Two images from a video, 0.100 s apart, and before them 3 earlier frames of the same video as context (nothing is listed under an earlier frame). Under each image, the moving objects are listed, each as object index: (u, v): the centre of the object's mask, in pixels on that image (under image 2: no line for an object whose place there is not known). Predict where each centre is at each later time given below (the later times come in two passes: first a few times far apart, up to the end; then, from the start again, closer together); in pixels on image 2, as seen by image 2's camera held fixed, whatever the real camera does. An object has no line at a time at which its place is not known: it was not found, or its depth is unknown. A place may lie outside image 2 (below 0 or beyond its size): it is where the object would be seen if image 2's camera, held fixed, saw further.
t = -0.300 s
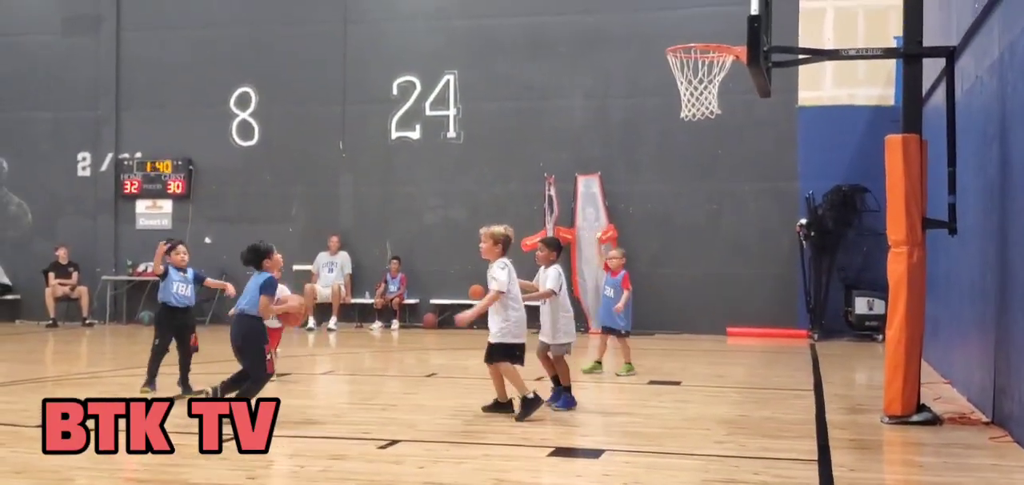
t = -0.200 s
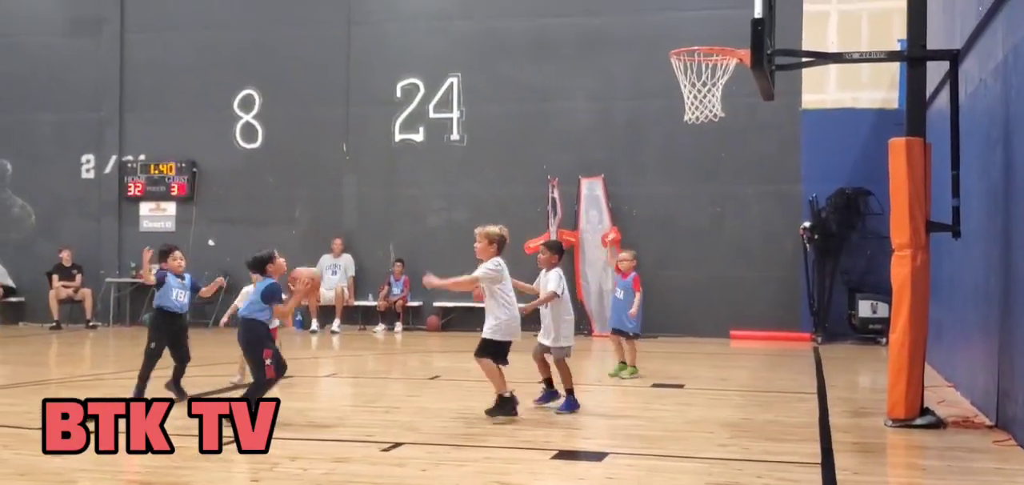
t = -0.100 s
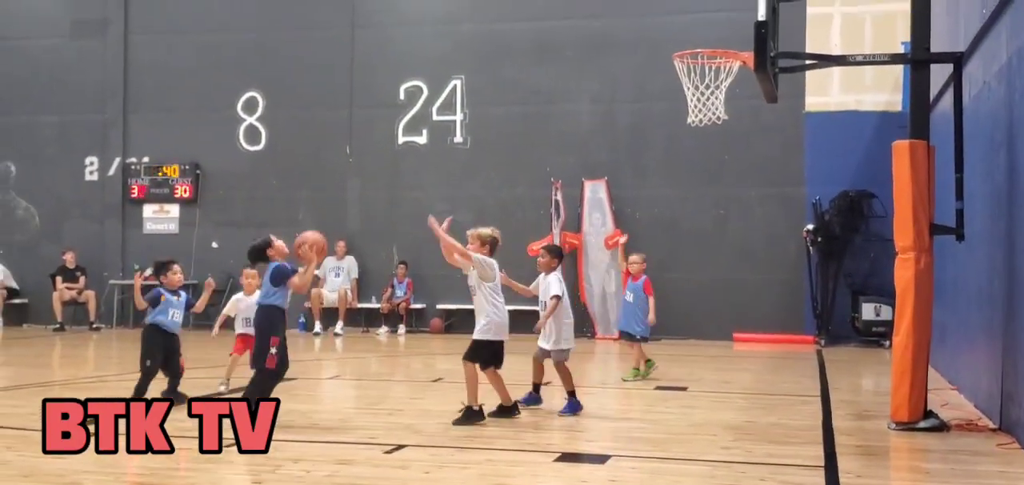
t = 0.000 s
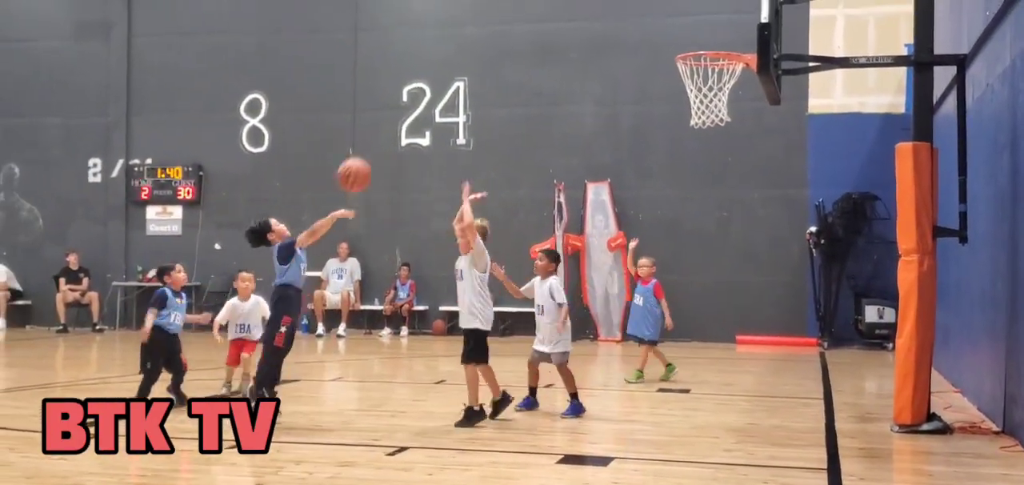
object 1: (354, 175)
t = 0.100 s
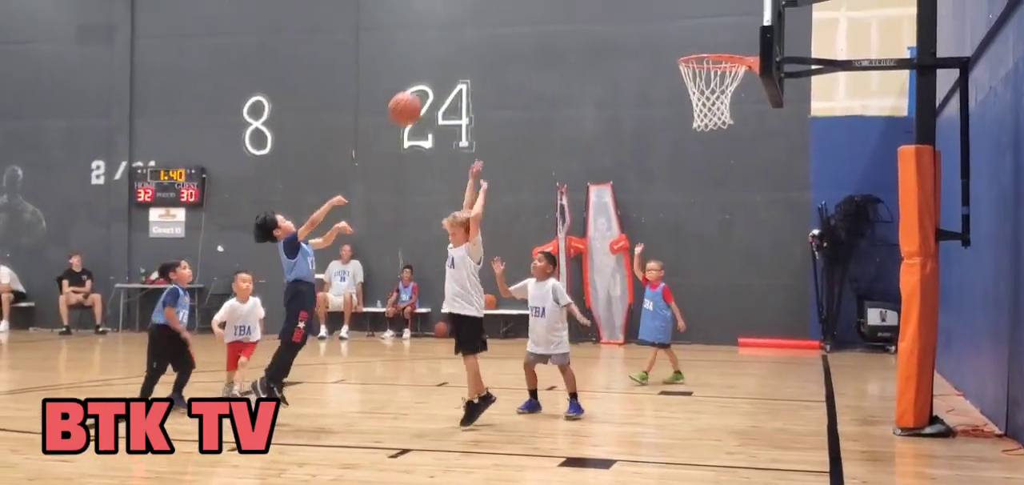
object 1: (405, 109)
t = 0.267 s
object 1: (484, 29)
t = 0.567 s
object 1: (620, -13)
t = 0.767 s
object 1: (706, 27)
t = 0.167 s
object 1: (438, 72)
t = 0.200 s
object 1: (454, 56)
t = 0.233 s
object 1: (469, 42)
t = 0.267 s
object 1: (484, 29)
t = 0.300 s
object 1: (500, 18)
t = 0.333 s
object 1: (515, 9)
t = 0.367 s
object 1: (530, 1)
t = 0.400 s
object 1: (545, -3)
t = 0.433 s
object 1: (560, -7)
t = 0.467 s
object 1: (575, -11)
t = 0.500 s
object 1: (590, -13)
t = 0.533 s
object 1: (605, -14)
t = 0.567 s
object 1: (620, -13)
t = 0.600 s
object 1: (634, -10)
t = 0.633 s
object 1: (649, -5)
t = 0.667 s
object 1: (663, 0)
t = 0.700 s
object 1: (678, 8)
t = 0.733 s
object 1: (692, 17)
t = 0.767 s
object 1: (706, 27)
